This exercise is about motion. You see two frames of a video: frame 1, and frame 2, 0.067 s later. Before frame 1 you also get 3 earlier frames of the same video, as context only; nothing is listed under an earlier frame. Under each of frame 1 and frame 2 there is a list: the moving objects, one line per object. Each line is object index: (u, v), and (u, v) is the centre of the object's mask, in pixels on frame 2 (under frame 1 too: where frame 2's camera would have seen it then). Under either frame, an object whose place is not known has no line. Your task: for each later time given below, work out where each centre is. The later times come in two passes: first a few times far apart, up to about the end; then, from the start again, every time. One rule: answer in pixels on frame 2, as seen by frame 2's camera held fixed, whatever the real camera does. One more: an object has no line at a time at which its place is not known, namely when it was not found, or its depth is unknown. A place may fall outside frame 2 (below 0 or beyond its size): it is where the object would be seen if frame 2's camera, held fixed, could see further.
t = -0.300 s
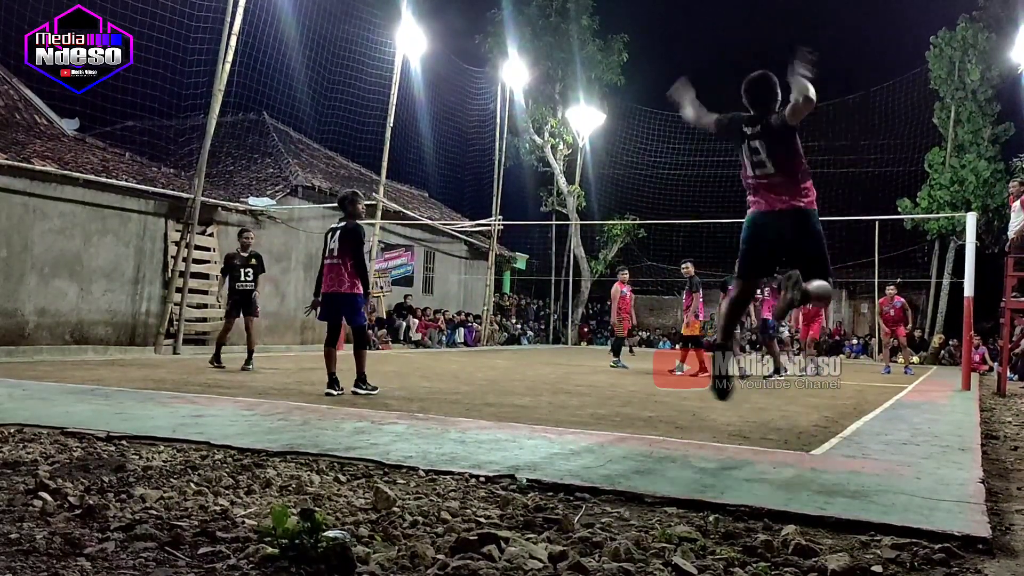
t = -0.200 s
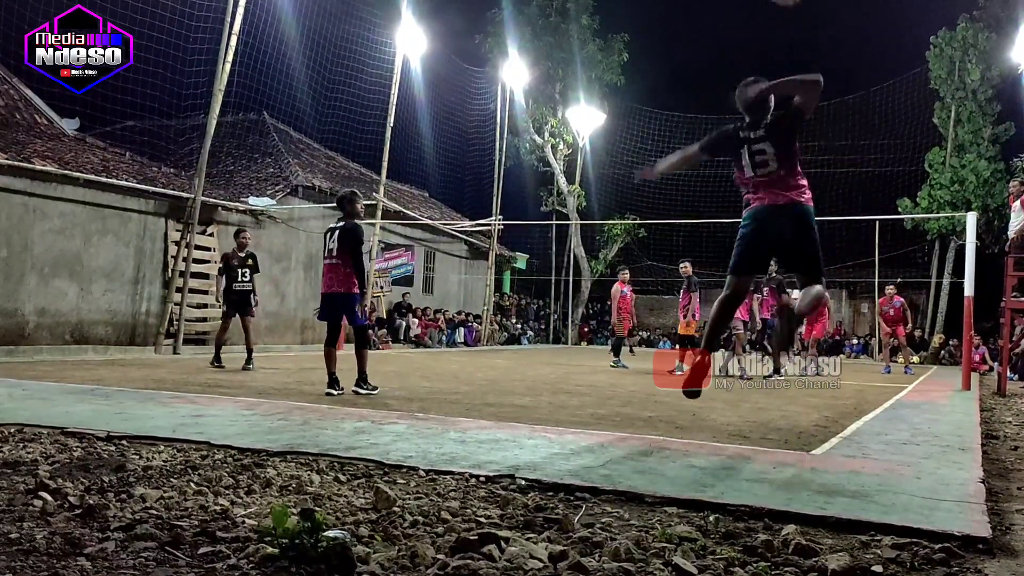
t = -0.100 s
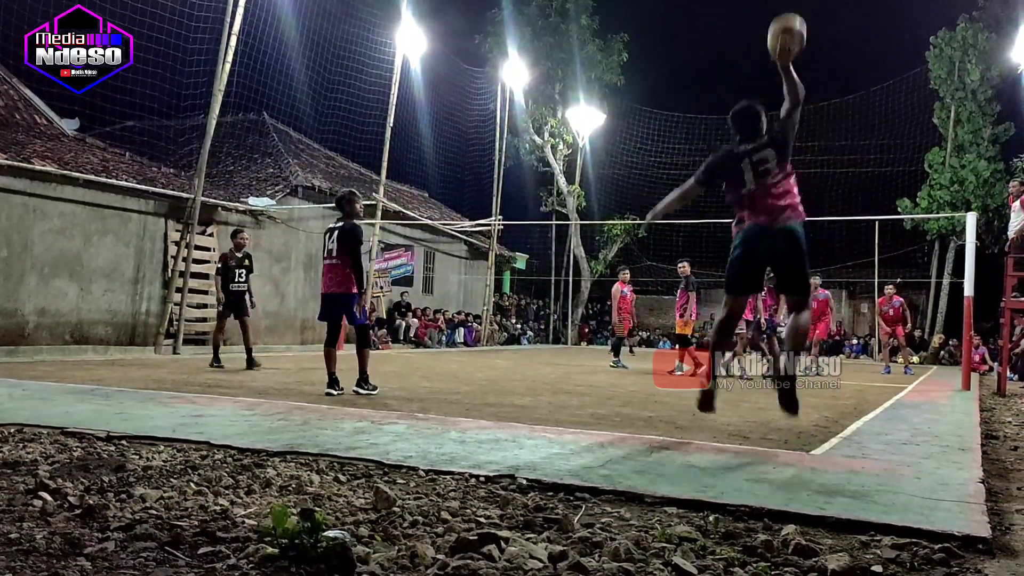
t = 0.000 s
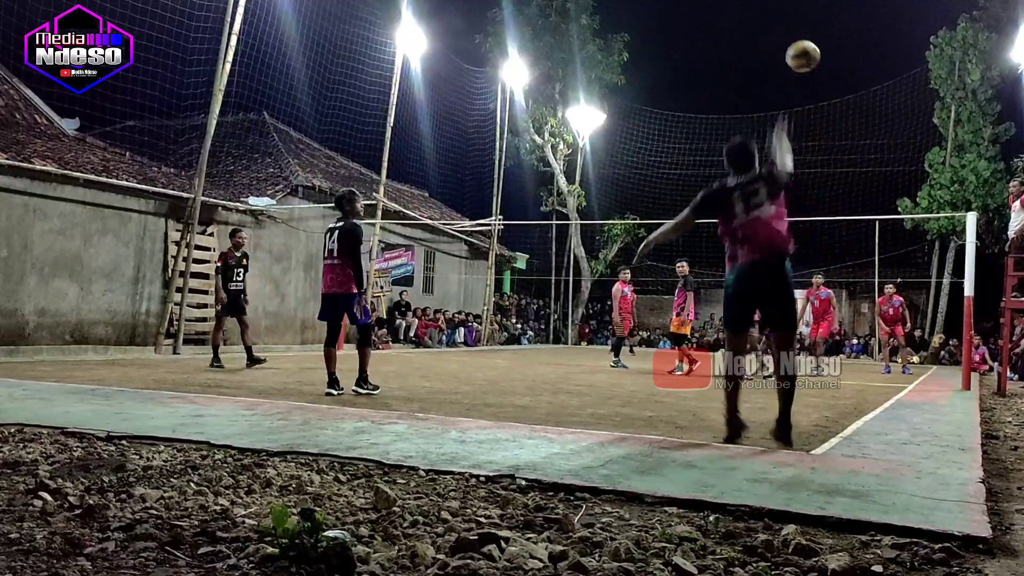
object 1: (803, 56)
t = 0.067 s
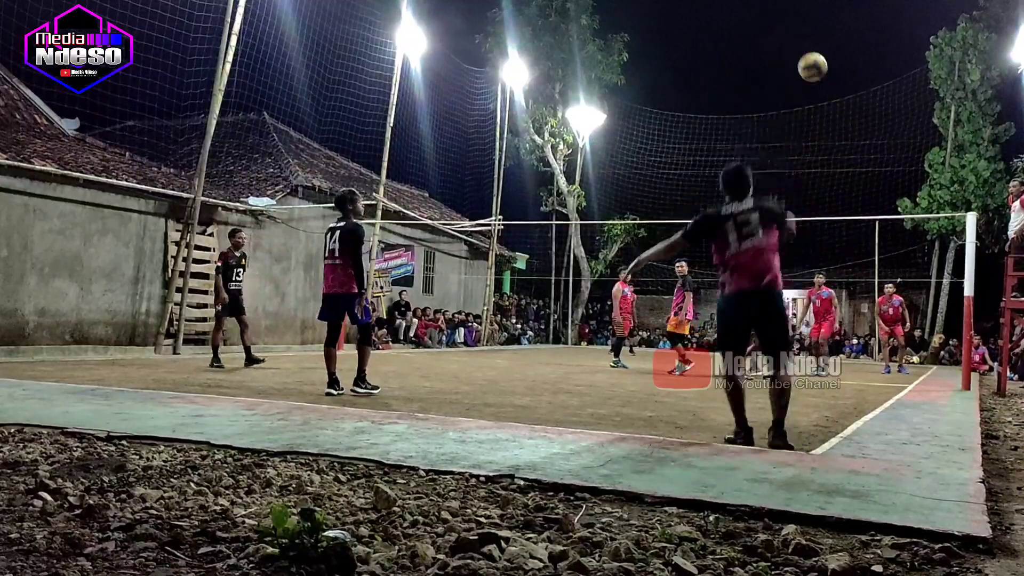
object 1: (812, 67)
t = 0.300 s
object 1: (835, 111)
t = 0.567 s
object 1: (852, 169)
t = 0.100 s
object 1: (816, 73)
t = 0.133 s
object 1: (820, 79)
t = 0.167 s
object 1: (824, 85)
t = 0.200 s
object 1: (827, 91)
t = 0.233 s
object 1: (830, 98)
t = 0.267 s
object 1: (833, 105)
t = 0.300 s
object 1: (835, 111)
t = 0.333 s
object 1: (837, 118)
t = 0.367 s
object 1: (840, 124)
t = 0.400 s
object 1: (842, 131)
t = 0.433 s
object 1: (844, 139)
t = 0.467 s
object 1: (846, 146)
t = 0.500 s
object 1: (848, 154)
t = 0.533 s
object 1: (850, 162)
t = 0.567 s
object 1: (852, 169)
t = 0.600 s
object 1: (854, 177)
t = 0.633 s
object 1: (856, 185)
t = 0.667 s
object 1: (857, 193)
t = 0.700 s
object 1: (859, 202)
